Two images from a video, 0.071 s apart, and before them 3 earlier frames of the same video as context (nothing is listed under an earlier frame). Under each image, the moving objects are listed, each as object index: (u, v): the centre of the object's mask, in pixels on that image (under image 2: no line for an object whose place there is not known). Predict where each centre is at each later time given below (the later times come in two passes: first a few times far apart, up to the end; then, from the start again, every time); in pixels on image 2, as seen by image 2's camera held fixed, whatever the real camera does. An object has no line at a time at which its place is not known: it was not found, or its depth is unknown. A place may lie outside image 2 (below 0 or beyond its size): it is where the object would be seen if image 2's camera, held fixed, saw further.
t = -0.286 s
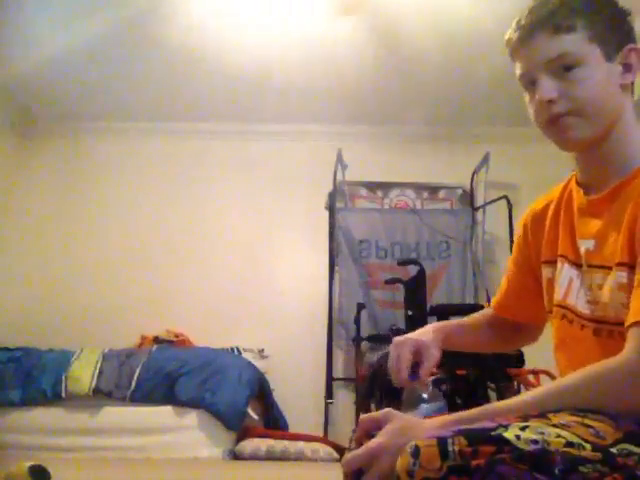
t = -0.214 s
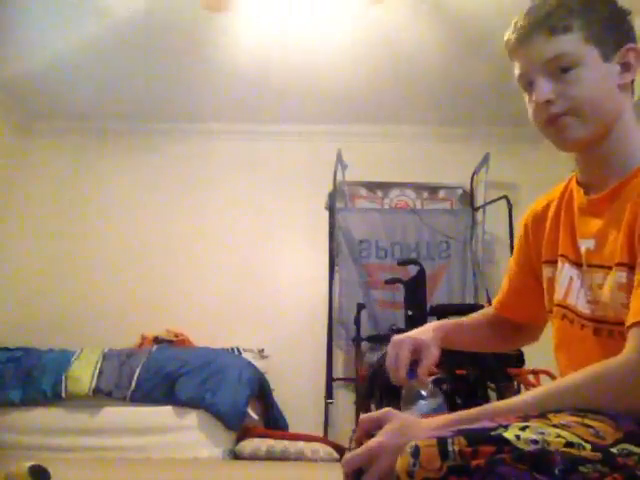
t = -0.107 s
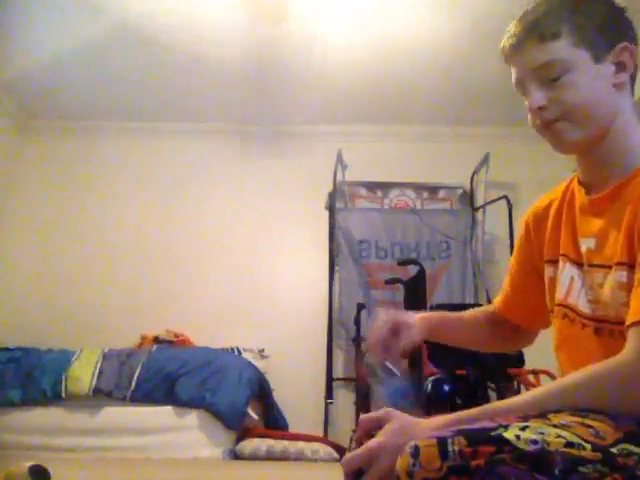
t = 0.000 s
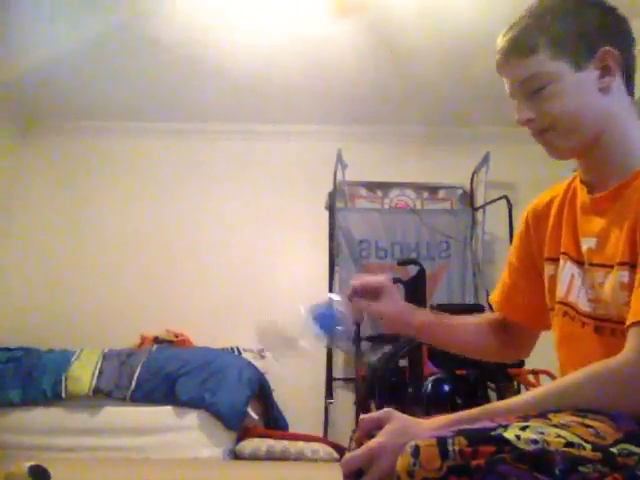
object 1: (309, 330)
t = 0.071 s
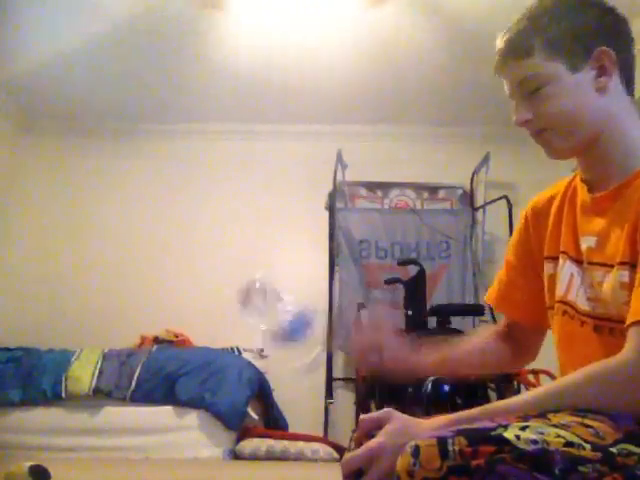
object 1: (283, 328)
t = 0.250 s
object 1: (232, 290)
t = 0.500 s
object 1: (224, 430)
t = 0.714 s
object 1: (221, 431)
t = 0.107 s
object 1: (261, 306)
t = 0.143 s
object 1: (249, 296)
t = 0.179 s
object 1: (224, 298)
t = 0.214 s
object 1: (224, 284)
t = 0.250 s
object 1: (232, 290)
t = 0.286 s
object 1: (228, 306)
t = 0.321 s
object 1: (227, 331)
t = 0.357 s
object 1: (227, 370)
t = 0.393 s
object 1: (221, 408)
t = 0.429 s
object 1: (222, 431)
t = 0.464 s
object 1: (223, 430)
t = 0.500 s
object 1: (224, 430)
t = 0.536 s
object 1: (225, 431)
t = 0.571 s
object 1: (224, 431)
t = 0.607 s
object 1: (222, 431)
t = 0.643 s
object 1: (221, 431)
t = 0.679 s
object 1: (221, 431)
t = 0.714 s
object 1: (221, 431)
